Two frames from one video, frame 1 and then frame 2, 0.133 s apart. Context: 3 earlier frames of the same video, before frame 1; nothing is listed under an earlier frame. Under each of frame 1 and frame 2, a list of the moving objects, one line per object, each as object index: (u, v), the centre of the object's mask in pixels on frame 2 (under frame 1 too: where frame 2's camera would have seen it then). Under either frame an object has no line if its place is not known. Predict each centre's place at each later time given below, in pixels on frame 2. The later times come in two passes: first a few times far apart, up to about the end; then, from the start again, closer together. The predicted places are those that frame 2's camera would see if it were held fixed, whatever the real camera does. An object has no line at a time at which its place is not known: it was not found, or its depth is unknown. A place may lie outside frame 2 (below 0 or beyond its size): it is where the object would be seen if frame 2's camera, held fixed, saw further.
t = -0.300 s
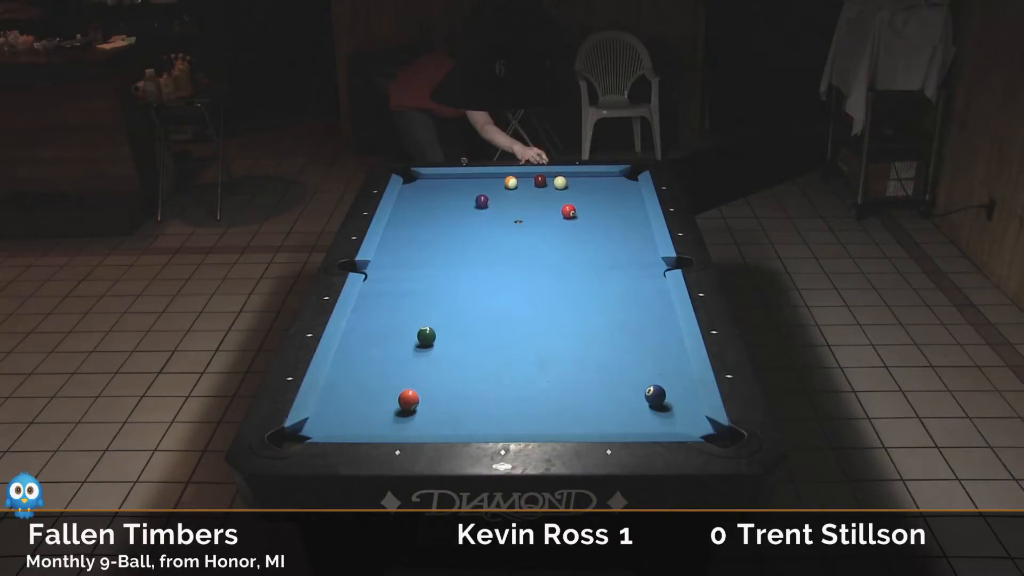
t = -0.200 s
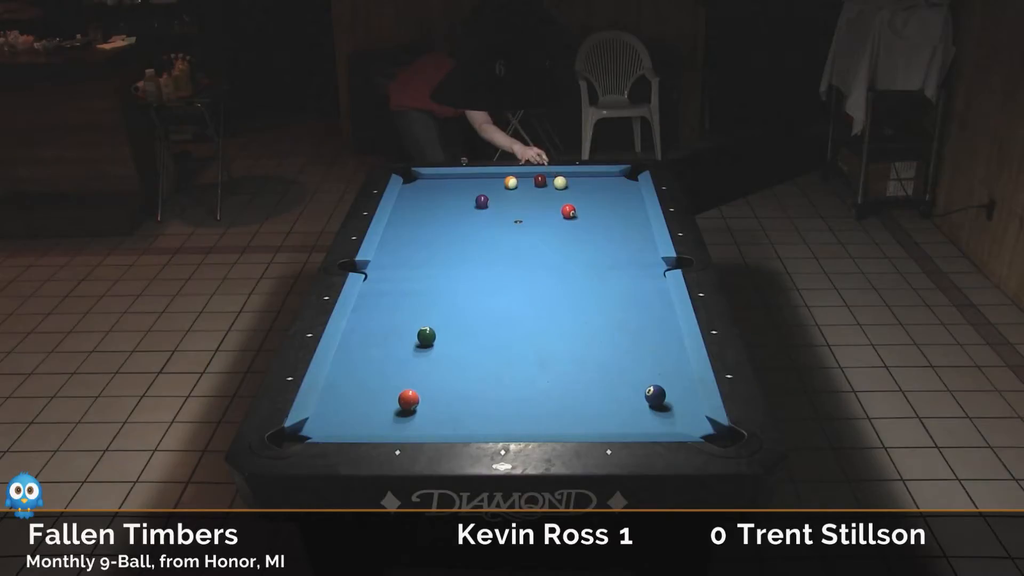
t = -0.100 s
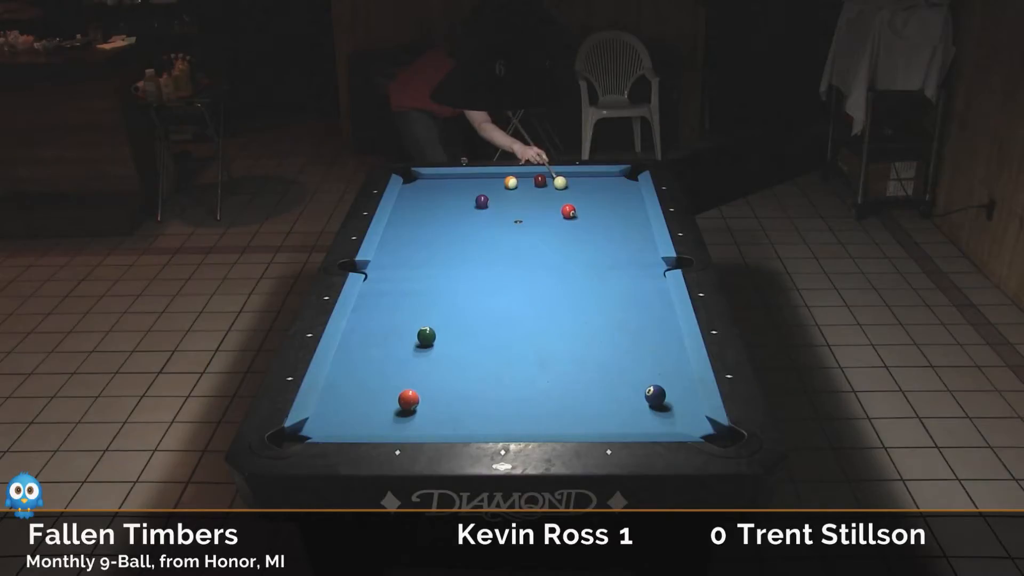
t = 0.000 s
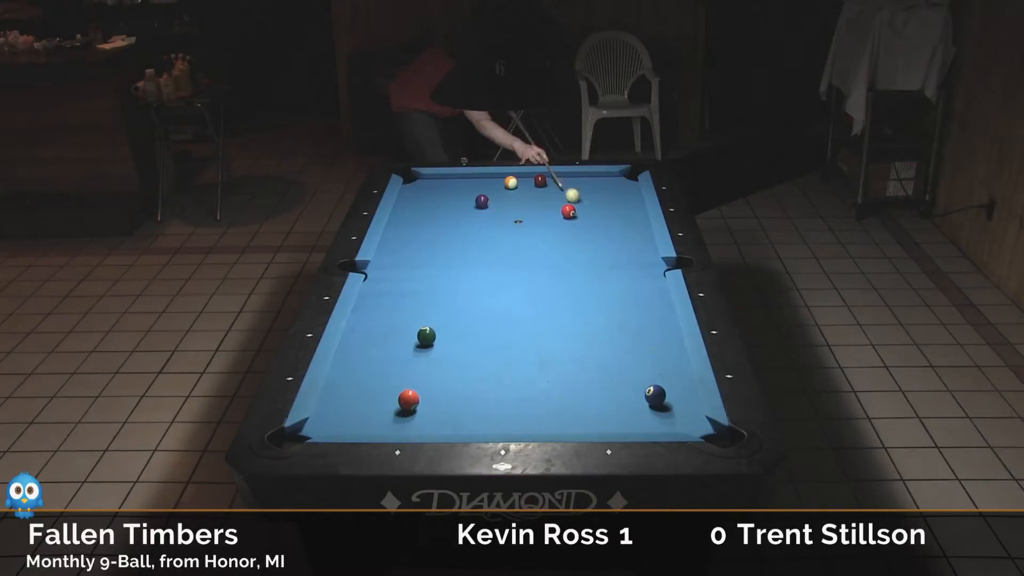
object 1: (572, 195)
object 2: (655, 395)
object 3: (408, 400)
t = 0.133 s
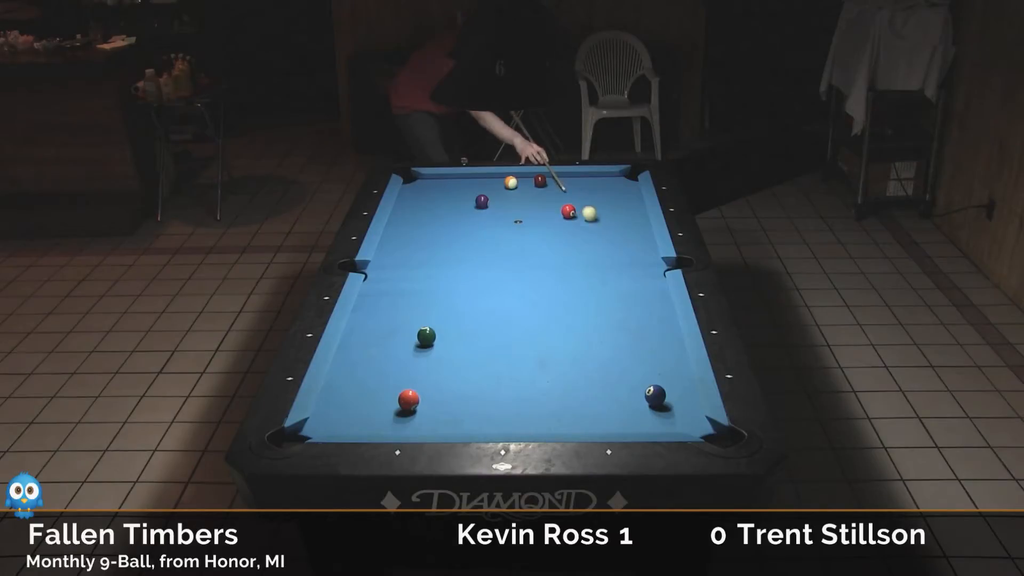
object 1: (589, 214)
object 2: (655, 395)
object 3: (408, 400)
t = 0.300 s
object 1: (612, 239)
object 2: (655, 395)
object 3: (408, 400)
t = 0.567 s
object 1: (655, 286)
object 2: (655, 395)
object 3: (408, 400)
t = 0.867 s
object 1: (654, 345)
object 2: (655, 395)
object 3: (408, 400)
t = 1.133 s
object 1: (633, 388)
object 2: (668, 414)
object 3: (408, 400)
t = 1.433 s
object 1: (589, 411)
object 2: (689, 417)
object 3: (409, 400)
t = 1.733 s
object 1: (541, 424)
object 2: (666, 411)
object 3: (409, 400)
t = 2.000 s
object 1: (495, 414)
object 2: (649, 406)
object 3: (408, 400)
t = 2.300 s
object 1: (447, 402)
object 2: (631, 402)
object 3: (408, 400)
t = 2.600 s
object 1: (423, 388)
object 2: (616, 398)
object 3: (394, 402)
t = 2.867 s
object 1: (414, 376)
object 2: (605, 395)
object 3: (376, 405)
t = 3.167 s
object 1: (405, 364)
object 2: (595, 392)
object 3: (358, 408)
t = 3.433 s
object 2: (588, 391)
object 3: (344, 410)
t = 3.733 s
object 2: (582, 390)
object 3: (331, 412)
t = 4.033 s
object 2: (579, 390)
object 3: (324, 413)
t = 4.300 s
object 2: (577, 390)
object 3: (327, 414)
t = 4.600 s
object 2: (577, 390)
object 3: (328, 415)
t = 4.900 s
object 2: (578, 390)
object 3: (328, 415)
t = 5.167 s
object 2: (578, 390)
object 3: (328, 415)
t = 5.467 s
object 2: (578, 390)
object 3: (328, 415)
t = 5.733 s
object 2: (578, 390)
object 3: (328, 415)
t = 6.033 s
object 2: (578, 390)
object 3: (328, 415)
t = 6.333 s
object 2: (578, 390)
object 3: (328, 415)
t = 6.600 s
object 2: (578, 390)
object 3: (328, 415)
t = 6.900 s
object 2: (578, 390)
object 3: (328, 415)
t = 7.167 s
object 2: (578, 390)
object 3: (328, 415)
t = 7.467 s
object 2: (578, 390)
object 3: (328, 415)
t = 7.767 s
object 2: (578, 390)
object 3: (328, 415)
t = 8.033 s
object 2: (578, 390)
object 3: (328, 415)
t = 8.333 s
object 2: (578, 390)
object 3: (328, 415)
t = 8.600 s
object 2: (577, 390)
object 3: (328, 415)
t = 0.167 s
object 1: (594, 219)
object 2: (655, 395)
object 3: (408, 400)
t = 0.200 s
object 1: (598, 223)
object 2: (655, 395)
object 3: (408, 400)
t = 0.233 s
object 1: (603, 228)
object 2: (655, 395)
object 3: (408, 400)
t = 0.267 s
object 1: (607, 233)
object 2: (655, 395)
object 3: (408, 400)
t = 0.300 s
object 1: (612, 239)
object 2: (655, 395)
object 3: (408, 400)
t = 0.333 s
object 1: (617, 244)
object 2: (655, 395)
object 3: (408, 400)
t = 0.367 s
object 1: (622, 250)
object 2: (655, 395)
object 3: (408, 400)
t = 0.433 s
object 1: (633, 261)
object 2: (655, 395)
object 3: (408, 400)
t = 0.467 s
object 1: (638, 267)
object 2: (655, 395)
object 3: (408, 400)
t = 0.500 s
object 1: (644, 273)
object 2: (655, 395)
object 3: (408, 400)
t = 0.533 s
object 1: (650, 280)
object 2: (655, 395)
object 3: (408, 400)
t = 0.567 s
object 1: (655, 286)
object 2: (655, 395)
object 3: (408, 400)
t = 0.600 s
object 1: (661, 293)
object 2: (655, 395)
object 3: (408, 400)
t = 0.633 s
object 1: (660, 299)
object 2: (655, 395)
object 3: (408, 400)
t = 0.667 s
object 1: (659, 305)
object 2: (655, 395)
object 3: (408, 400)
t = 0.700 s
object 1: (658, 311)
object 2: (655, 395)
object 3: (408, 400)
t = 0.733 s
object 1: (658, 318)
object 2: (655, 395)
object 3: (408, 400)
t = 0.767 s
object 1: (657, 324)
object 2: (655, 395)
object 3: (408, 400)
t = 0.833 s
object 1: (655, 338)
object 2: (655, 395)
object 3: (409, 400)
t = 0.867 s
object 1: (654, 345)
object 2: (655, 395)
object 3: (408, 400)
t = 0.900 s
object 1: (653, 352)
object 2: (655, 395)
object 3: (409, 400)
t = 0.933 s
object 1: (652, 360)
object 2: (655, 395)
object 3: (408, 400)
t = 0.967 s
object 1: (651, 367)
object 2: (655, 395)
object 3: (409, 400)
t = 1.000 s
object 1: (650, 375)
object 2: (655, 394)
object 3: (409, 400)
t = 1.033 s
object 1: (648, 380)
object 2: (655, 395)
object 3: (409, 400)
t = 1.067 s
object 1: (644, 385)
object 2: (659, 401)
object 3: (408, 400)
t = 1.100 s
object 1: (638, 386)
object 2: (664, 408)
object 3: (409, 400)
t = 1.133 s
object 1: (633, 388)
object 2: (668, 414)
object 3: (408, 400)
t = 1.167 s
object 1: (628, 391)
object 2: (672, 419)
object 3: (409, 400)
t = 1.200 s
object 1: (623, 393)
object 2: (676, 424)
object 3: (408, 400)
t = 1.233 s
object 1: (619, 396)
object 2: (680, 425)
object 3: (408, 400)
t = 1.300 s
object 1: (609, 401)
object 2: (687, 423)
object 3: (408, 400)
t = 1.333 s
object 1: (604, 403)
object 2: (691, 420)
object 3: (408, 400)
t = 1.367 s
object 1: (599, 406)
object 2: (694, 418)
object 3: (408, 400)
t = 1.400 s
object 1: (594, 409)
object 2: (692, 418)
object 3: (409, 400)
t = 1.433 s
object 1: (589, 411)
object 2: (689, 417)
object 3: (409, 400)
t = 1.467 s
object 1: (584, 414)
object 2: (687, 416)
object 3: (408, 400)
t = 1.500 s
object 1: (579, 416)
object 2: (684, 415)
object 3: (409, 400)
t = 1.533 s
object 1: (574, 419)
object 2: (681, 415)
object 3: (409, 400)
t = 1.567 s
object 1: (569, 421)
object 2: (679, 414)
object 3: (408, 400)
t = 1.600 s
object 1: (564, 423)
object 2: (676, 413)
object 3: (409, 400)
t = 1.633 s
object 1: (559, 424)
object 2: (674, 412)
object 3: (409, 400)
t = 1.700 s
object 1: (547, 425)
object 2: (669, 411)
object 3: (408, 400)
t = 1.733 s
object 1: (541, 424)
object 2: (666, 411)
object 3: (409, 400)
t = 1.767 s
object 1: (535, 423)
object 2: (664, 410)
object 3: (408, 400)
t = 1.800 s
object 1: (529, 422)
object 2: (662, 409)
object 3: (408, 400)
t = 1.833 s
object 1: (524, 421)
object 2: (659, 409)
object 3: (408, 400)
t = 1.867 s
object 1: (518, 421)
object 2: (657, 408)
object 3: (408, 400)
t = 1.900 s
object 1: (512, 419)
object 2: (655, 408)
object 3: (409, 400)
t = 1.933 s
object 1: (506, 416)
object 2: (653, 407)
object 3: (408, 400)
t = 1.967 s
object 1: (501, 415)
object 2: (651, 407)
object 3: (408, 400)
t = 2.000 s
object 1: (495, 414)
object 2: (649, 406)
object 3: (408, 400)
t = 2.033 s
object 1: (489, 413)
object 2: (646, 405)
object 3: (408, 400)
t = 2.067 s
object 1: (484, 411)
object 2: (644, 405)
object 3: (408, 400)
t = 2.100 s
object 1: (479, 410)
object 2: (642, 404)
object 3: (409, 400)
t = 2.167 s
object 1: (468, 407)
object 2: (638, 403)
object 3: (408, 400)
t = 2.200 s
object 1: (462, 405)
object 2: (636, 403)
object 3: (409, 400)
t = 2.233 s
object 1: (457, 404)
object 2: (635, 402)
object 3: (408, 400)
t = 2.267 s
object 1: (452, 403)
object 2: (633, 402)
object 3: (408, 400)
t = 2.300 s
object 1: (447, 402)
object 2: (631, 402)
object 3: (408, 400)
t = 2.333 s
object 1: (442, 401)
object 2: (629, 401)
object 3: (408, 400)
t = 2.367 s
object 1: (437, 399)
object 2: (627, 400)
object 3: (408, 400)
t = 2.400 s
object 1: (432, 398)
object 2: (626, 400)
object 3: (408, 400)
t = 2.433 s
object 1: (429, 397)
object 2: (624, 400)
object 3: (407, 400)
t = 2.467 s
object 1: (428, 395)
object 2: (622, 399)
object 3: (404, 400)
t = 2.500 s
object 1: (427, 393)
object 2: (621, 399)
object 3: (401, 401)
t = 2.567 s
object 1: (424, 390)
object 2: (618, 398)
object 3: (396, 402)
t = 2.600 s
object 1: (423, 388)
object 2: (616, 398)
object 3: (394, 402)
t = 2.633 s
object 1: (422, 386)
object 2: (615, 397)
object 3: (392, 402)
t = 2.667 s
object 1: (420, 385)
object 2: (613, 397)
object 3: (389, 403)
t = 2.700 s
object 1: (419, 383)
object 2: (612, 397)
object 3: (387, 403)
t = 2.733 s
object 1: (418, 382)
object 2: (610, 396)
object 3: (385, 403)
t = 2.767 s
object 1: (417, 380)
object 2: (609, 396)
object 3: (382, 404)
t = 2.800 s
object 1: (416, 379)
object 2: (608, 395)
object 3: (380, 405)
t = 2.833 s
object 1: (415, 378)
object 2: (606, 395)
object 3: (378, 405)
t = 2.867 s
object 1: (414, 376)
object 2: (605, 395)
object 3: (376, 405)
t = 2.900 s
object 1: (413, 375)
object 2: (604, 395)
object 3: (374, 406)
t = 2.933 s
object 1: (410, 372)
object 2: (601, 394)
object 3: (369, 406)
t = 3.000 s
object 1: (410, 370)
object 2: (600, 394)
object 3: (367, 407)
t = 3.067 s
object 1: (406, 366)
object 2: (597, 393)
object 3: (361, 407)
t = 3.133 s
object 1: (405, 365)
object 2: (596, 393)
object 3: (360, 408)
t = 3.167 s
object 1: (405, 364)
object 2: (595, 392)
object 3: (358, 408)
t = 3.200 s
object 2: (594, 392)
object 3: (356, 408)
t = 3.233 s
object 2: (593, 392)
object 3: (354, 408)
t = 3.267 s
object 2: (592, 392)
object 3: (352, 409)
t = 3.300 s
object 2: (591, 392)
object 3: (351, 409)
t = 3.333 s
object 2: (590, 392)
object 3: (349, 409)
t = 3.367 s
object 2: (589, 391)
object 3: (347, 409)
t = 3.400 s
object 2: (589, 391)
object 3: (345, 410)
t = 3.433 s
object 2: (588, 391)
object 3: (344, 410)
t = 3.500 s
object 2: (586, 391)
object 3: (341, 410)
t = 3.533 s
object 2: (584, 391)
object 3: (336, 411)
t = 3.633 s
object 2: (584, 391)
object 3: (335, 411)
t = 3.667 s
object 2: (583, 390)
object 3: (333, 411)
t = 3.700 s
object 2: (583, 390)
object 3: (332, 411)
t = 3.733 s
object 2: (582, 390)
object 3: (331, 412)
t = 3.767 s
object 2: (582, 390)
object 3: (329, 412)
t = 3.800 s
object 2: (581, 390)
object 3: (328, 412)
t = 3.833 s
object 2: (581, 390)
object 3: (327, 413)
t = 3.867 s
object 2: (580, 390)
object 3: (326, 413)
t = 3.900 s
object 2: (580, 390)
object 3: (324, 413)
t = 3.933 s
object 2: (580, 390)
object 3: (323, 413)
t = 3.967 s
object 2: (579, 390)
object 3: (322, 413)
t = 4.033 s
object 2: (579, 390)
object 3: (324, 413)
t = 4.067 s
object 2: (578, 390)
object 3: (324, 413)
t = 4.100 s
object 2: (578, 390)
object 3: (324, 414)
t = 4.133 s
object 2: (578, 390)
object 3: (325, 414)
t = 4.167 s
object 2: (578, 390)
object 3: (325, 414)
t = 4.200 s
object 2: (578, 390)
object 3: (326, 414)
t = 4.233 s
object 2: (578, 390)
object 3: (326, 414)
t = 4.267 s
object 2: (577, 390)
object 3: (326, 414)
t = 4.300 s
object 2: (577, 390)
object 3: (327, 414)
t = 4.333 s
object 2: (577, 390)
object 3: (327, 414)
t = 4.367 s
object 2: (577, 390)
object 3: (327, 414)
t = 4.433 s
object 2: (577, 390)
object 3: (328, 415)
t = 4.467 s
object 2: (577, 390)
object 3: (328, 415)
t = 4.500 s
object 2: (577, 390)
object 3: (328, 415)
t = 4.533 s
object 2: (577, 390)
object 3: (328, 415)
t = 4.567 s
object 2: (577, 390)
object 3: (328, 415)
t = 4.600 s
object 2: (577, 390)
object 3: (328, 415)
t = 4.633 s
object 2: (577, 390)
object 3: (328, 415)
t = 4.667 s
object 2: (578, 390)
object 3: (328, 415)
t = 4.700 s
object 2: (578, 390)
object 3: (328, 415)
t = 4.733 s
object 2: (578, 390)
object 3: (328, 415)
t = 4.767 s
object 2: (577, 390)
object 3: (328, 415)
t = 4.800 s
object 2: (577, 390)
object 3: (328, 415)
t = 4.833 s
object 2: (578, 390)
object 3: (328, 415)
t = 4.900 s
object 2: (578, 390)
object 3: (328, 415)
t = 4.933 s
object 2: (578, 390)
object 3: (328, 415)
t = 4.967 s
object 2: (578, 390)
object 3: (328, 415)
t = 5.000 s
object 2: (577, 390)
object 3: (328, 415)
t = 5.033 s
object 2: (577, 390)
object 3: (328, 415)
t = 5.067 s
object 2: (577, 390)
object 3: (328, 415)
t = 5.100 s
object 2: (577, 390)
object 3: (328, 415)
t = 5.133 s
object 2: (577, 390)
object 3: (328, 415)
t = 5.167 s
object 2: (578, 390)
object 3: (328, 415)
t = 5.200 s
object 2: (578, 390)
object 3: (328, 415)
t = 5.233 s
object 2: (577, 390)
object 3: (328, 415)
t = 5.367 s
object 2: (577, 390)
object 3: (328, 415)
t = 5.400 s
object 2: (577, 390)
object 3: (328, 415)
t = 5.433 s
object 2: (578, 390)
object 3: (328, 415)
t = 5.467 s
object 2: (578, 390)
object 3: (328, 415)
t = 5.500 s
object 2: (578, 390)
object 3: (328, 415)
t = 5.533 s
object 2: (578, 390)
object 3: (328, 415)
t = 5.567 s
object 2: (578, 390)
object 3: (328, 415)
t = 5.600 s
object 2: (578, 390)
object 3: (328, 415)
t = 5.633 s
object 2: (578, 390)
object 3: (328, 415)
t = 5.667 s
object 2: (578, 390)
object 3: (328, 415)
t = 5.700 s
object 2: (578, 390)
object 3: (328, 415)
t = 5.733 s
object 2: (578, 390)
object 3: (328, 415)
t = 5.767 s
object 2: (578, 390)
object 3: (328, 415)
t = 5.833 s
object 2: (578, 390)
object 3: (328, 415)
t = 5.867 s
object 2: (578, 390)
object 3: (328, 415)
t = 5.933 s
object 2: (578, 390)
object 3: (328, 415)
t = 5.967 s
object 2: (578, 390)
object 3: (328, 415)
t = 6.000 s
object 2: (578, 390)
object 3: (328, 415)
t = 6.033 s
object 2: (578, 390)
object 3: (328, 415)
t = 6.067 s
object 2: (578, 390)
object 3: (328, 415)
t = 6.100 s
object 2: (578, 390)
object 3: (328, 415)
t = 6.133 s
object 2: (578, 390)
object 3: (328, 415)
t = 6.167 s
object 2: (578, 390)
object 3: (328, 415)
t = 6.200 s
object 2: (578, 390)
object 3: (328, 415)
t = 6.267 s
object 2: (578, 390)
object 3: (328, 415)
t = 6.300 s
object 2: (578, 390)
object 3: (328, 415)
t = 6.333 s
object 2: (578, 390)
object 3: (328, 415)
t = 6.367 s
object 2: (578, 390)
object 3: (328, 415)
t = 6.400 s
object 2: (578, 390)
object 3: (328, 415)
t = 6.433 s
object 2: (578, 390)
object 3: (328, 415)
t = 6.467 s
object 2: (578, 390)
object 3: (328, 415)
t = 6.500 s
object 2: (578, 390)
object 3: (328, 415)
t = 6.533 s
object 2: (578, 390)
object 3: (328, 415)
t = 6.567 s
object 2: (578, 390)
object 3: (328, 415)
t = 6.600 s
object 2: (578, 390)
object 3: (328, 415)
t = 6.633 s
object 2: (578, 390)
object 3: (328, 415)
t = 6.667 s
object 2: (578, 390)
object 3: (328, 415)
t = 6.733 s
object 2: (578, 390)
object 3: (328, 415)
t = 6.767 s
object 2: (578, 390)
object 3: (328, 415)
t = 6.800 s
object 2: (578, 390)
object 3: (328, 415)
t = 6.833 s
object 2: (578, 390)
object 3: (328, 415)
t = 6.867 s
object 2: (578, 390)
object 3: (328, 415)
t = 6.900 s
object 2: (578, 390)
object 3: (328, 415)
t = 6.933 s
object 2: (578, 390)
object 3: (328, 415)
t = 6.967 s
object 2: (578, 390)
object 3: (328, 415)
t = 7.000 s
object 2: (578, 390)
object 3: (328, 415)
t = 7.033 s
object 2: (578, 390)
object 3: (328, 415)
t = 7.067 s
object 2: (578, 390)
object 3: (328, 415)
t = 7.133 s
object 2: (578, 390)
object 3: (328, 415)
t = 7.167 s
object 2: (578, 390)
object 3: (328, 415)
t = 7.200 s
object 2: (578, 390)
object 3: (328, 415)
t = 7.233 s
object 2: (578, 390)
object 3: (328, 415)
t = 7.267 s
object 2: (578, 390)
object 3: (328, 415)
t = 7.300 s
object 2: (578, 390)
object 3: (328, 415)
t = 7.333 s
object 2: (578, 390)
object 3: (328, 415)
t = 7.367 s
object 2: (578, 390)
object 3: (328, 415)
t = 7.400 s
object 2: (578, 390)
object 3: (328, 415)
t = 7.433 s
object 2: (578, 390)
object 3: (328, 415)
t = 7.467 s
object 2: (578, 390)
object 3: (328, 415)
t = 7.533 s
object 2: (578, 390)
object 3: (328, 415)
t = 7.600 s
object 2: (578, 390)
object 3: (328, 415)
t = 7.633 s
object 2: (578, 390)
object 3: (328, 415)
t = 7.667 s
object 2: (578, 390)
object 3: (328, 415)
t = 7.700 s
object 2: (578, 390)
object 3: (328, 415)
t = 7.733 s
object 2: (578, 390)
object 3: (328, 415)
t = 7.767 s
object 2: (578, 390)
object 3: (328, 415)
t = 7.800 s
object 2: (578, 390)
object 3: (328, 415)
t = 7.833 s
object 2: (578, 390)
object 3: (328, 415)
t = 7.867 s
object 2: (578, 390)
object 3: (328, 415)
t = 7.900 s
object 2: (578, 390)
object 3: (328, 415)
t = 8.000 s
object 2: (578, 390)
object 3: (328, 415)
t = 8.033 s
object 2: (578, 390)
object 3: (328, 415)
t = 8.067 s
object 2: (578, 390)
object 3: (328, 415)
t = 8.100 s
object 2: (577, 390)
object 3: (328, 415)
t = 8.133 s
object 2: (577, 390)
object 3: (328, 415)
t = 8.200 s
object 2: (578, 390)
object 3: (328, 415)
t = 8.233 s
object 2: (577, 390)
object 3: (328, 415)
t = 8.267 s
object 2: (578, 390)
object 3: (328, 415)
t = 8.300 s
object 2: (578, 390)
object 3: (328, 415)
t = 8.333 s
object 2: (578, 390)
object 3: (328, 415)
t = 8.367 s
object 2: (578, 390)
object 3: (328, 415)
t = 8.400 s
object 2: (578, 390)
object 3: (328, 415)
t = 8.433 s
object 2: (578, 390)
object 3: (328, 415)
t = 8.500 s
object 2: (578, 390)
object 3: (328, 415)
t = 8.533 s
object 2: (578, 390)
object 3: (328, 415)
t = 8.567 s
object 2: (578, 390)
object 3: (328, 415)
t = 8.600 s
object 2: (577, 390)
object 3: (328, 415)
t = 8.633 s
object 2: (578, 390)
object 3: (328, 415)
